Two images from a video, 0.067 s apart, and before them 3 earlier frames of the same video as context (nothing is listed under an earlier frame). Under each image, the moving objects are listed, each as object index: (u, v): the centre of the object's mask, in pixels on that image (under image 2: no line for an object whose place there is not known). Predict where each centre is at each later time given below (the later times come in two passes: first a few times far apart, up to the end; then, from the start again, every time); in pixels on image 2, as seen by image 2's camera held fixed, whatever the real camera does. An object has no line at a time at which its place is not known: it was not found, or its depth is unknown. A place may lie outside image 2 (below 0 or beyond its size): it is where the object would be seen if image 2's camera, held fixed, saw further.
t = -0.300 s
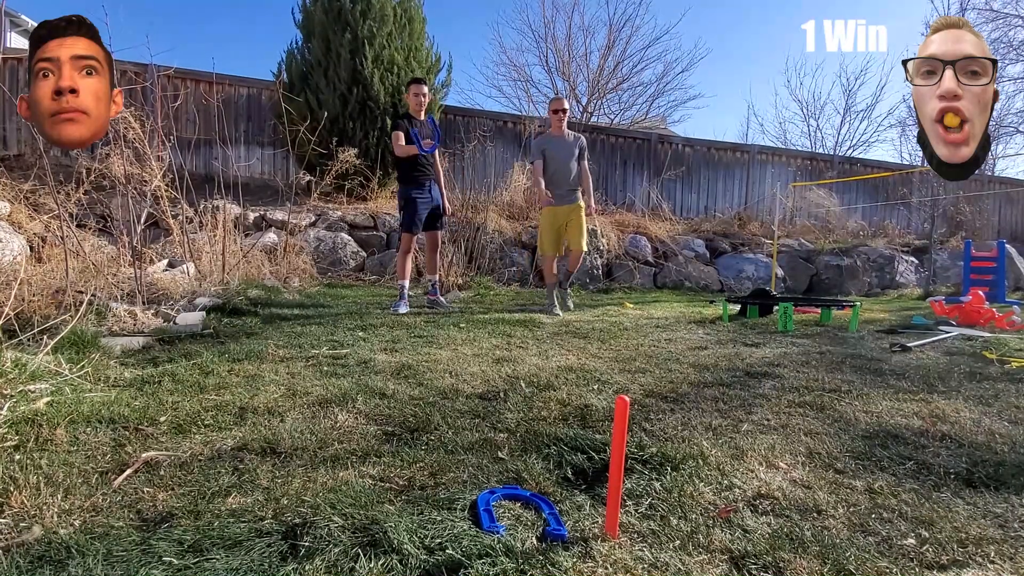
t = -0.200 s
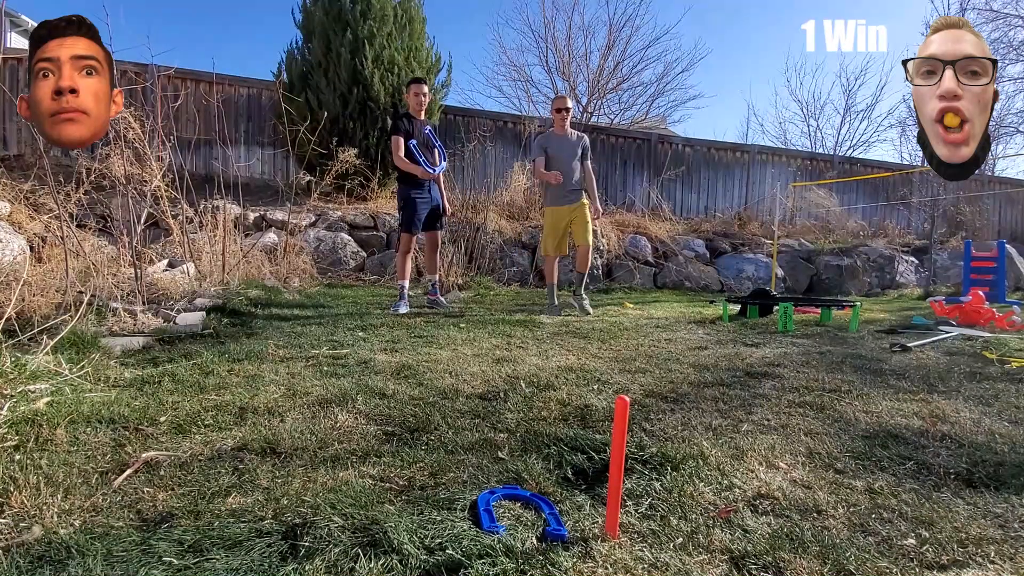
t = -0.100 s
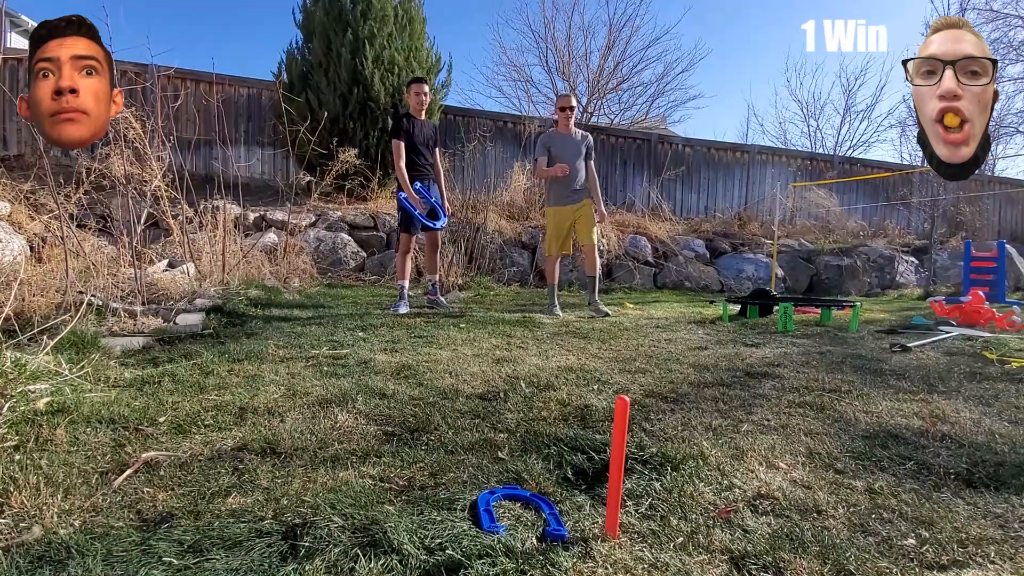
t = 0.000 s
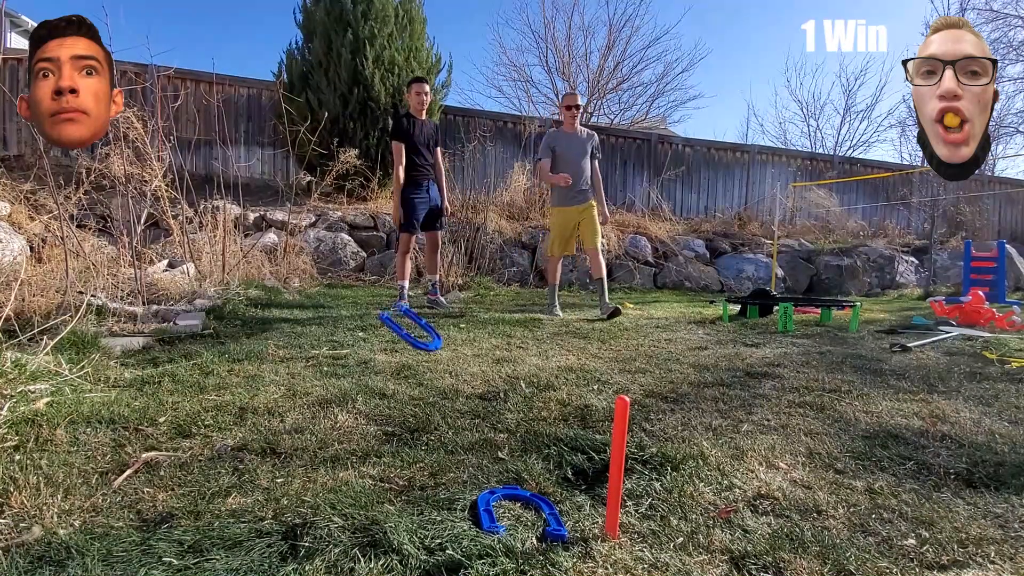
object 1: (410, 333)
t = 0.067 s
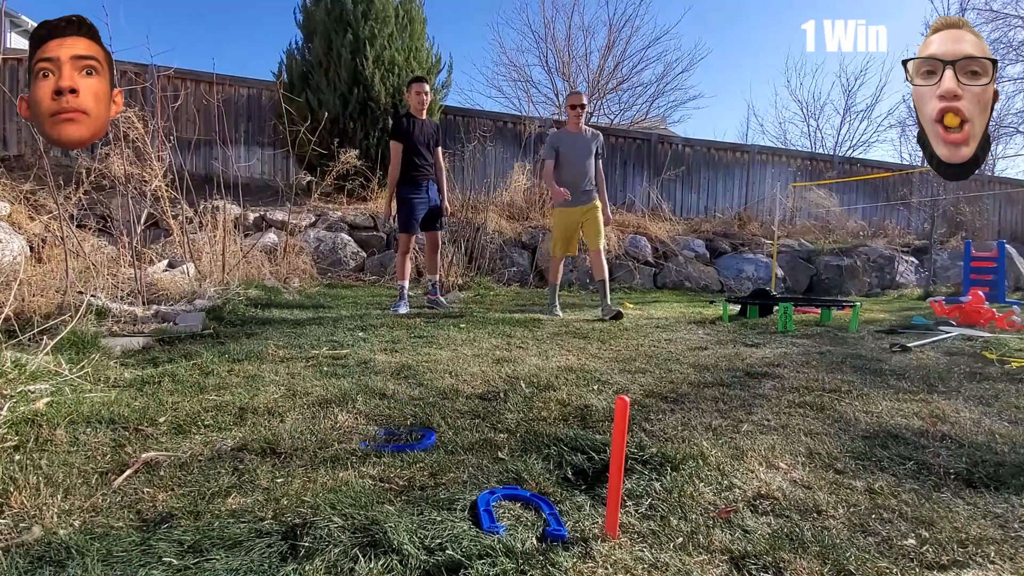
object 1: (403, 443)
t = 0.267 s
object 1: (403, 406)
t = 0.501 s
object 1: (390, 432)
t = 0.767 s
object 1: (389, 434)
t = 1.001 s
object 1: (391, 434)
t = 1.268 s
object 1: (390, 434)
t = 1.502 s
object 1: (390, 434)
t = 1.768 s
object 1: (388, 434)
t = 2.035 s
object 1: (389, 434)
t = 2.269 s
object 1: (390, 434)
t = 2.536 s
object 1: (389, 434)
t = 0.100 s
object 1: (397, 426)
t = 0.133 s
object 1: (397, 413)
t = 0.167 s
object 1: (400, 405)
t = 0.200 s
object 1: (399, 399)
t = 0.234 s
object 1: (401, 399)
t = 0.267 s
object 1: (403, 406)
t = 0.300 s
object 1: (400, 410)
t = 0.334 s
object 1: (395, 411)
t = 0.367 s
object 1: (391, 415)
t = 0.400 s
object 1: (391, 424)
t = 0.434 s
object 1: (391, 433)
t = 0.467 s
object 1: (390, 433)
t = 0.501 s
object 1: (390, 432)
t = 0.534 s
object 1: (391, 432)
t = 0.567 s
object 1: (390, 433)
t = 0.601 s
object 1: (391, 433)
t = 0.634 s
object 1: (390, 433)
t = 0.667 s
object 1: (390, 433)
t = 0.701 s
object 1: (390, 434)
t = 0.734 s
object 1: (390, 434)
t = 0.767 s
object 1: (389, 434)
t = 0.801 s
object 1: (389, 434)
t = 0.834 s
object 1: (389, 434)
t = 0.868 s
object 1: (390, 434)
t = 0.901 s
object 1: (389, 434)
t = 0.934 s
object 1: (389, 434)
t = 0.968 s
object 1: (391, 434)
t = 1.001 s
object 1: (391, 434)
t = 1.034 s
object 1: (389, 434)
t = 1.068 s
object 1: (389, 434)
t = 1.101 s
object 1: (389, 434)
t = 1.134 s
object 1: (389, 434)
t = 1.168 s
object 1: (391, 434)
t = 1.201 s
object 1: (390, 434)
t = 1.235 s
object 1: (391, 434)
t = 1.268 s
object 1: (390, 434)
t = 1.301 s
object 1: (390, 434)
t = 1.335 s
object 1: (390, 434)
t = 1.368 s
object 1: (390, 434)
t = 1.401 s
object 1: (390, 434)
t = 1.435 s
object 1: (390, 434)
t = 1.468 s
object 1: (390, 434)
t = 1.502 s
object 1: (390, 434)
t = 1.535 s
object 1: (390, 434)
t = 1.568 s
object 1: (390, 434)
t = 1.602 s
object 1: (390, 434)
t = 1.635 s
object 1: (390, 434)
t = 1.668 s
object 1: (389, 434)
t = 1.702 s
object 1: (390, 434)
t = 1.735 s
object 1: (389, 434)
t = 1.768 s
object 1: (388, 434)
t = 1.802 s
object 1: (389, 434)
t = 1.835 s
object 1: (389, 434)
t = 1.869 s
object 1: (389, 434)
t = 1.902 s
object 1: (388, 434)
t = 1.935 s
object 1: (390, 434)
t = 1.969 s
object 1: (388, 434)
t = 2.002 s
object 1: (389, 434)
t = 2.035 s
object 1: (389, 434)
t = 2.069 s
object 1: (390, 434)
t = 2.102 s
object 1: (389, 434)
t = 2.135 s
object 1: (389, 434)
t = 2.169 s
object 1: (390, 434)
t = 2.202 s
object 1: (390, 434)
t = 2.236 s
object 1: (390, 434)
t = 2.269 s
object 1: (390, 434)
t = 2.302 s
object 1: (390, 434)
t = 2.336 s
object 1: (390, 434)
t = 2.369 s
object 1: (390, 434)
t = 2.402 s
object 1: (390, 434)
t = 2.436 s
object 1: (390, 434)
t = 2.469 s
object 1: (389, 434)
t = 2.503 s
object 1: (390, 434)
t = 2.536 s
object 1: (389, 434)
